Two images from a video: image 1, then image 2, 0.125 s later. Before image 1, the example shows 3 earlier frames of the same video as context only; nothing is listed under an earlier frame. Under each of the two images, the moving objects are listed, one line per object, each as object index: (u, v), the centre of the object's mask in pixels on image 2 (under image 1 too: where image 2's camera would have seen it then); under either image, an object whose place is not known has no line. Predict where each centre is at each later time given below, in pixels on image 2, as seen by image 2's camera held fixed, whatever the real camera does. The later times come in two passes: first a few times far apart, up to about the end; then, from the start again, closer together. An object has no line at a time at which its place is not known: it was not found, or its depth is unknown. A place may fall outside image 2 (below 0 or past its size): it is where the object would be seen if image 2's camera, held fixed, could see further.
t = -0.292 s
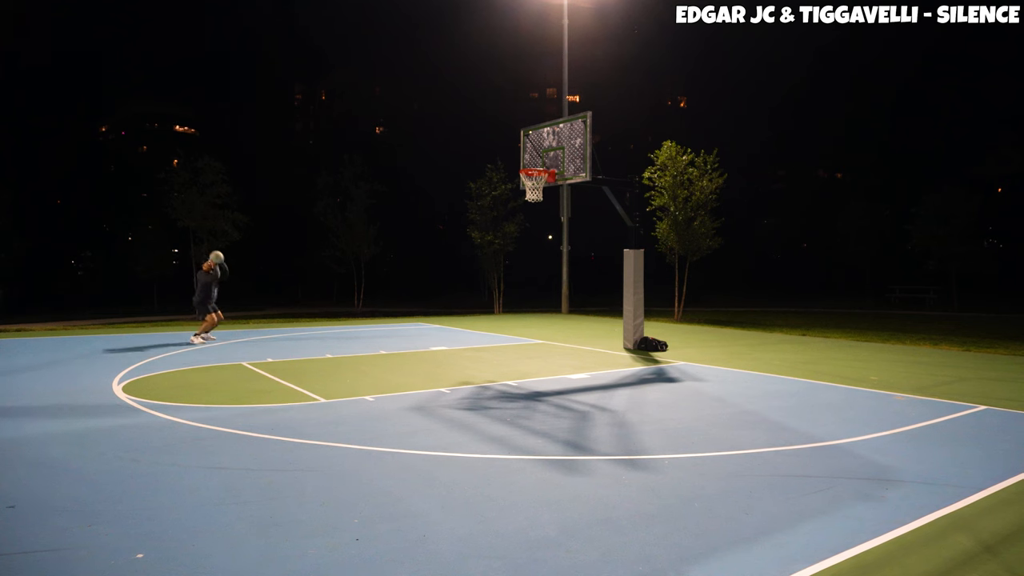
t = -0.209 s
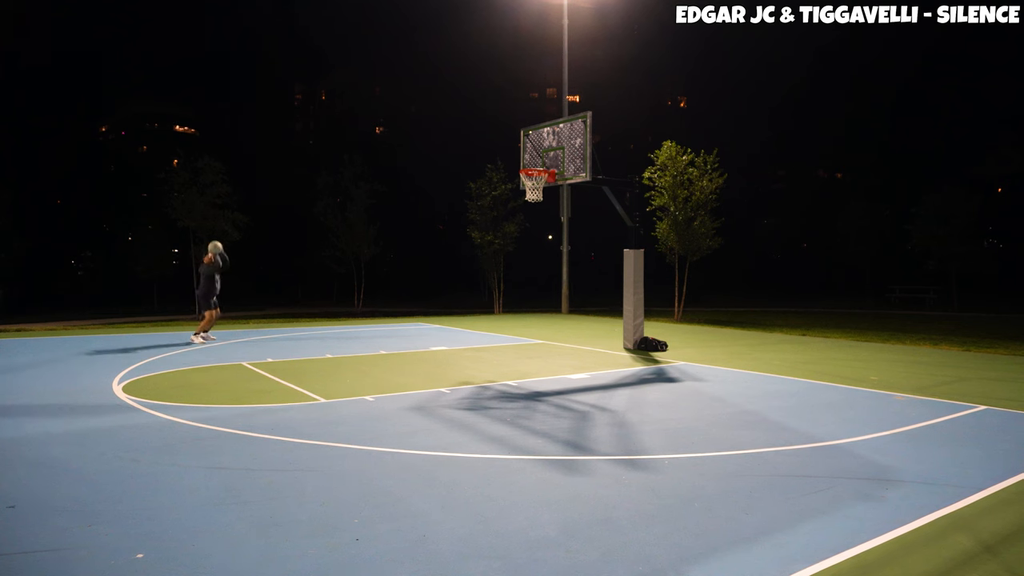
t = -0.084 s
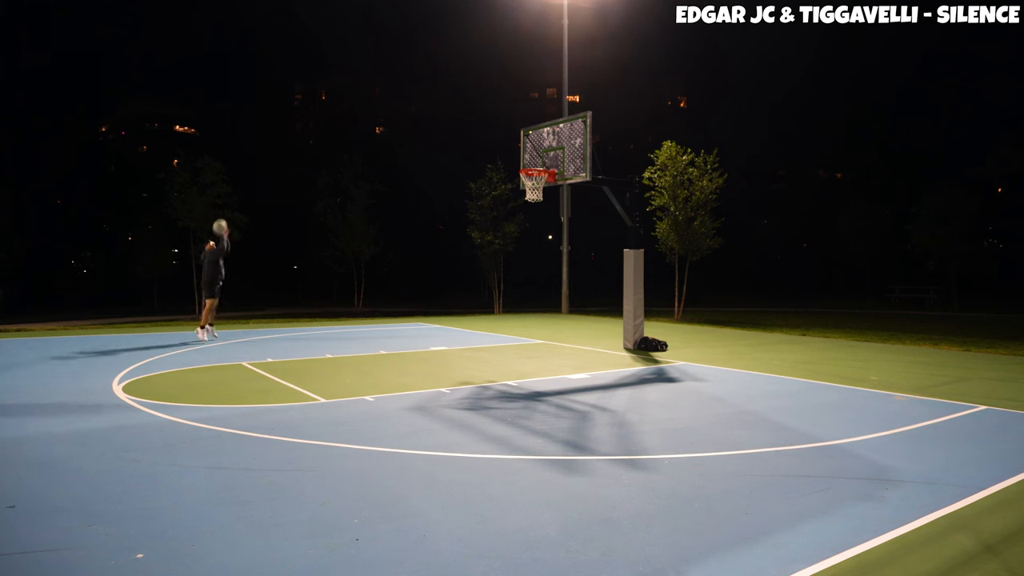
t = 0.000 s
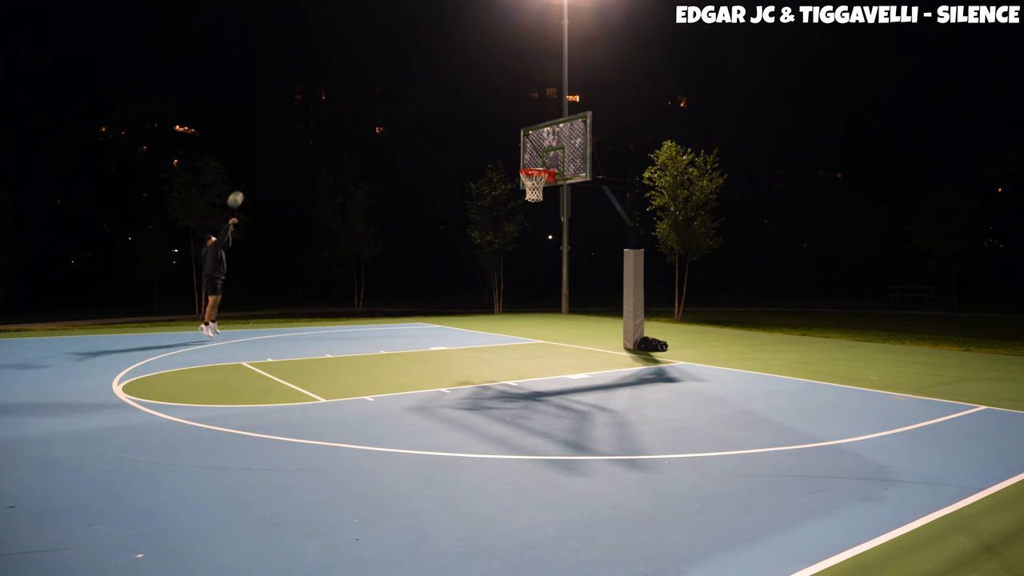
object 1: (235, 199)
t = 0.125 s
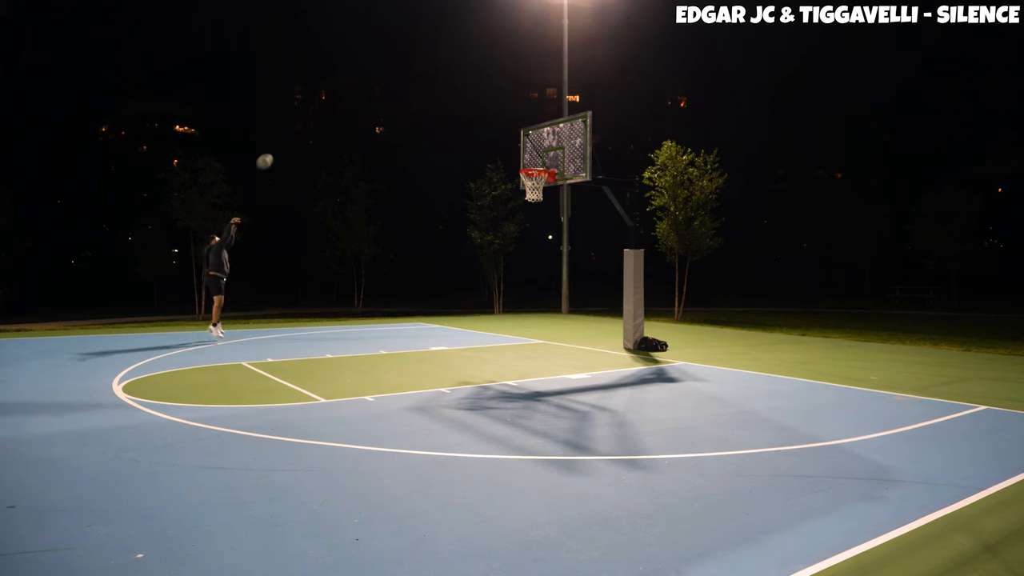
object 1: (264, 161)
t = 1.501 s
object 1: (567, 109)
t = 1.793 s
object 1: (569, 113)
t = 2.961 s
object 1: (610, 220)
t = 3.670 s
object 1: (672, 297)
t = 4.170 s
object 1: (708, 287)
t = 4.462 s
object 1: (727, 272)
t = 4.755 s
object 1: (746, 323)
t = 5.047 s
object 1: (764, 342)
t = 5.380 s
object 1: (785, 308)
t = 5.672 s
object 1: (802, 350)
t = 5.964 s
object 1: (822, 344)
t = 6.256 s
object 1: (843, 338)
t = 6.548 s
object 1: (863, 375)
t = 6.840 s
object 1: (883, 350)
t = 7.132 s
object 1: (903, 383)
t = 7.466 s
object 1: (926, 365)
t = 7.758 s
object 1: (947, 372)
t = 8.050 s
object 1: (968, 384)
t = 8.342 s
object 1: (989, 376)
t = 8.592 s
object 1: (1007, 380)
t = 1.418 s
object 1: (567, 118)
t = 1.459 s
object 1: (568, 113)
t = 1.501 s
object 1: (567, 109)
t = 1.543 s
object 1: (568, 107)
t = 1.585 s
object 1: (568, 106)
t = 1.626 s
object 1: (568, 106)
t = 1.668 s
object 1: (569, 106)
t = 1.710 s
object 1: (568, 107)
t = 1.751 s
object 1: (569, 109)
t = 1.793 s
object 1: (569, 113)
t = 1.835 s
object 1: (569, 119)
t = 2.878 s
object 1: (602, 235)
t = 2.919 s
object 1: (606, 227)
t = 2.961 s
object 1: (610, 220)
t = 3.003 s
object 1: (614, 214)
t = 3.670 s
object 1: (672, 297)
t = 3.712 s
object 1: (675, 313)
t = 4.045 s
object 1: (699, 312)
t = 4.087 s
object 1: (702, 302)
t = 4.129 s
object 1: (705, 294)
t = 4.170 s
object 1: (708, 287)
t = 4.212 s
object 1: (710, 281)
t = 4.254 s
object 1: (713, 276)
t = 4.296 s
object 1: (716, 273)
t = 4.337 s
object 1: (719, 271)
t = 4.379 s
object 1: (722, 270)
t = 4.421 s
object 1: (724, 271)
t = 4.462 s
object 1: (727, 272)
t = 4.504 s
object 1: (730, 276)
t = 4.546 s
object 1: (733, 280)
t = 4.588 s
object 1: (735, 286)
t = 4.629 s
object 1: (738, 294)
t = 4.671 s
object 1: (741, 303)
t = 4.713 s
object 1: (744, 313)
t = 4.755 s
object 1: (746, 323)
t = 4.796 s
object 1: (749, 337)
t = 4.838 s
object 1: (751, 351)
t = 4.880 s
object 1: (754, 368)
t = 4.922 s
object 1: (757, 377)
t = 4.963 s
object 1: (758, 363)
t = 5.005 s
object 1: (761, 351)
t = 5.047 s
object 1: (764, 342)
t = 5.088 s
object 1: (767, 332)
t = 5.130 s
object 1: (770, 325)
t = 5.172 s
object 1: (772, 320)
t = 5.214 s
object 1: (775, 315)
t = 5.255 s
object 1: (777, 311)
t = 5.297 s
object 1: (780, 309)
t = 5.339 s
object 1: (783, 308)
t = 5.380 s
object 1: (785, 308)
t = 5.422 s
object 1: (788, 310)
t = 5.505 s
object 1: (793, 318)
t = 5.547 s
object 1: (795, 324)
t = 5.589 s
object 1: (798, 331)
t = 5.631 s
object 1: (800, 339)
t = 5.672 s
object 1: (802, 350)
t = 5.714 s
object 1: (805, 362)
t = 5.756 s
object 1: (806, 375)
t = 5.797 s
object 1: (810, 378)
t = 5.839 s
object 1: (812, 368)
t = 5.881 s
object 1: (815, 359)
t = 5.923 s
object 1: (818, 351)
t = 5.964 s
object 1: (822, 344)
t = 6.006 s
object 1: (825, 339)
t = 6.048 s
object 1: (828, 336)
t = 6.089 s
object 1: (831, 334)
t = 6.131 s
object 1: (834, 333)
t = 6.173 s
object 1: (837, 333)
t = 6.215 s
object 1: (840, 335)
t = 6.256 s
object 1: (843, 338)
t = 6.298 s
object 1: (846, 343)
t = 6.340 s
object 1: (849, 349)
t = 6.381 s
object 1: (851, 357)
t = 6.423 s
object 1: (854, 366)
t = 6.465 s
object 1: (857, 375)
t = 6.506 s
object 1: (860, 384)
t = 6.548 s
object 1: (863, 375)
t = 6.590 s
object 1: (866, 367)
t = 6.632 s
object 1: (869, 361)
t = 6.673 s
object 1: (872, 356)
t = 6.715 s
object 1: (875, 353)
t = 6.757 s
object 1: (878, 350)
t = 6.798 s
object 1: (881, 349)
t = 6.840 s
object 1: (883, 350)
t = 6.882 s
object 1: (886, 352)
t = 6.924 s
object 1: (889, 355)
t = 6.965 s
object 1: (892, 360)
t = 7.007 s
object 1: (894, 366)
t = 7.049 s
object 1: (897, 373)
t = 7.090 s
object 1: (900, 383)
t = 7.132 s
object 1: (903, 383)
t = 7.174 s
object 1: (906, 376)
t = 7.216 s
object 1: (909, 370)
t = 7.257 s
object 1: (913, 365)
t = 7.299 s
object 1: (915, 363)
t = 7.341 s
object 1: (919, 361)
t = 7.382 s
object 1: (921, 361)
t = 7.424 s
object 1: (924, 362)
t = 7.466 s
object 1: (926, 365)
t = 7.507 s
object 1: (929, 369)
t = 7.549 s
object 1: (932, 374)
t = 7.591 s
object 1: (935, 381)
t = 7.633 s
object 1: (938, 388)
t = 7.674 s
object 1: (941, 381)
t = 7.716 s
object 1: (944, 376)
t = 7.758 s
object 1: (947, 372)
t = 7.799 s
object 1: (950, 370)
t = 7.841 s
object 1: (953, 369)
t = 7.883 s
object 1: (956, 369)
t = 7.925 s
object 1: (959, 370)
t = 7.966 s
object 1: (962, 373)
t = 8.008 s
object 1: (965, 378)
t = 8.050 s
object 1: (968, 384)
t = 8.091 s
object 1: (970, 388)
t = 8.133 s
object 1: (973, 383)
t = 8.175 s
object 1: (976, 379)
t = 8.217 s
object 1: (980, 376)
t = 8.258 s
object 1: (983, 374)
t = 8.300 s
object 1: (986, 374)
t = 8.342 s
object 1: (989, 376)
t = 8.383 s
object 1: (991, 379)
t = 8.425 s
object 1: (994, 383)
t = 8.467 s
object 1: (998, 388)
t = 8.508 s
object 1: (1001, 387)
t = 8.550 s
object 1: (1004, 383)
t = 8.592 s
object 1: (1007, 380)
